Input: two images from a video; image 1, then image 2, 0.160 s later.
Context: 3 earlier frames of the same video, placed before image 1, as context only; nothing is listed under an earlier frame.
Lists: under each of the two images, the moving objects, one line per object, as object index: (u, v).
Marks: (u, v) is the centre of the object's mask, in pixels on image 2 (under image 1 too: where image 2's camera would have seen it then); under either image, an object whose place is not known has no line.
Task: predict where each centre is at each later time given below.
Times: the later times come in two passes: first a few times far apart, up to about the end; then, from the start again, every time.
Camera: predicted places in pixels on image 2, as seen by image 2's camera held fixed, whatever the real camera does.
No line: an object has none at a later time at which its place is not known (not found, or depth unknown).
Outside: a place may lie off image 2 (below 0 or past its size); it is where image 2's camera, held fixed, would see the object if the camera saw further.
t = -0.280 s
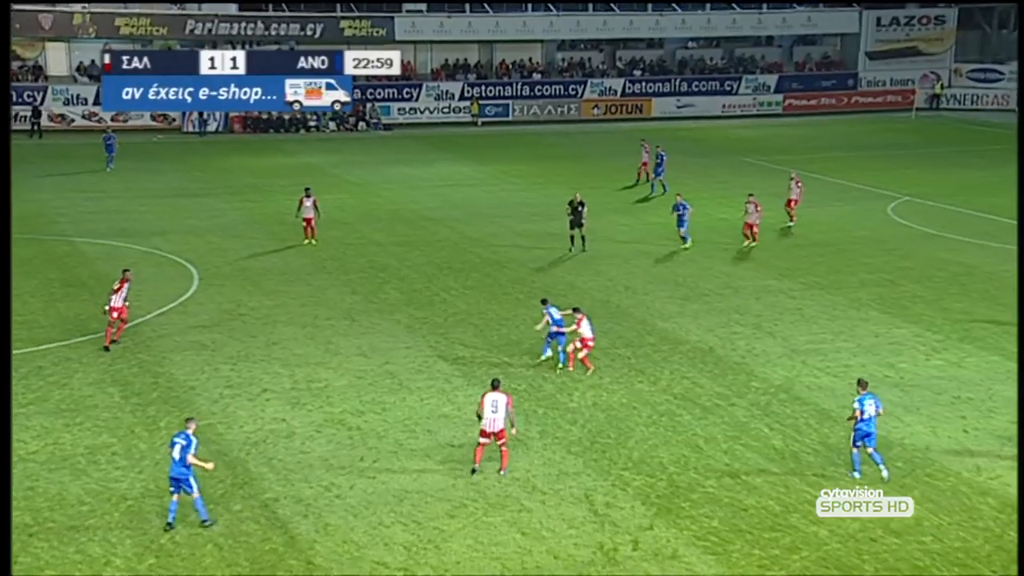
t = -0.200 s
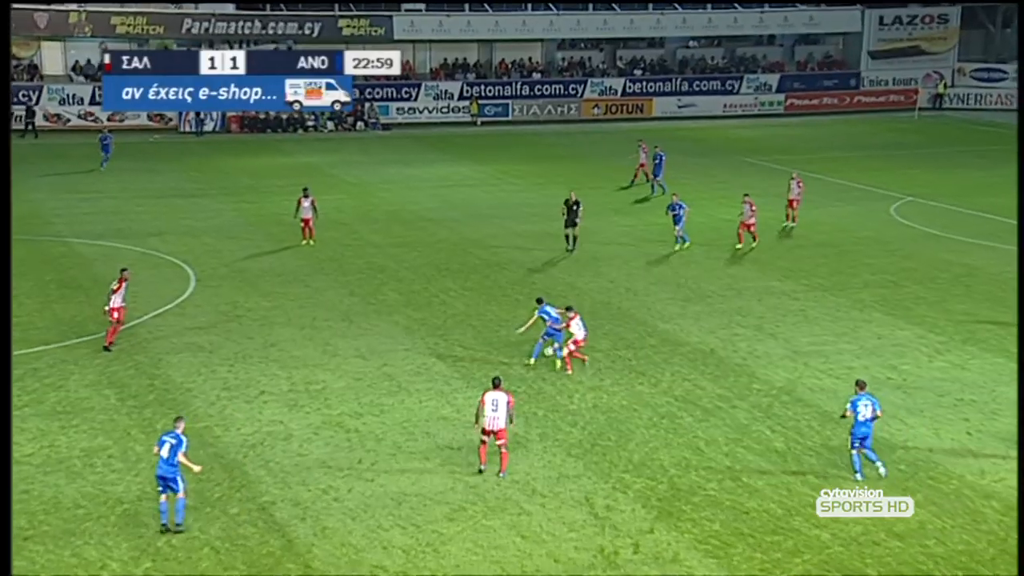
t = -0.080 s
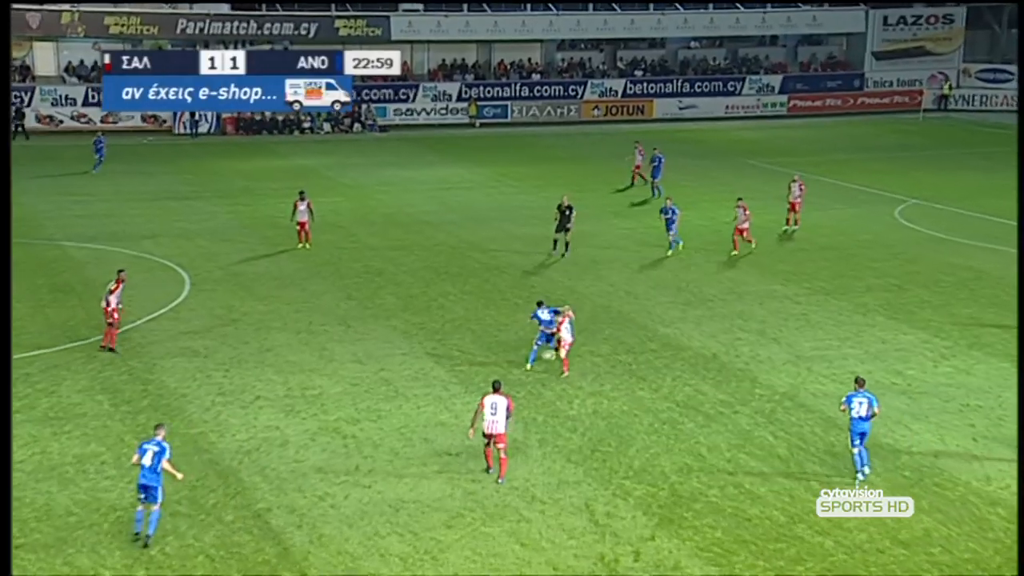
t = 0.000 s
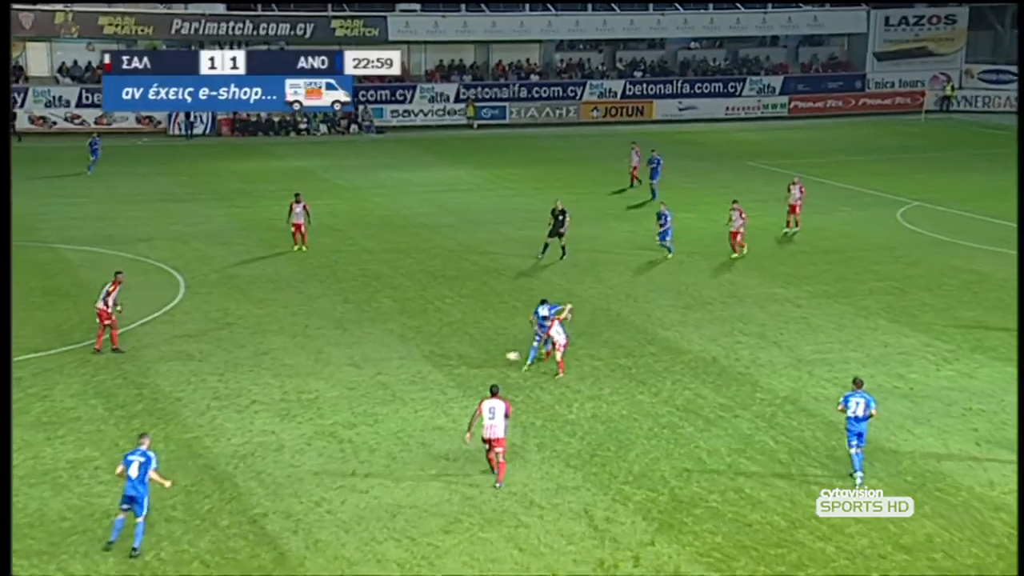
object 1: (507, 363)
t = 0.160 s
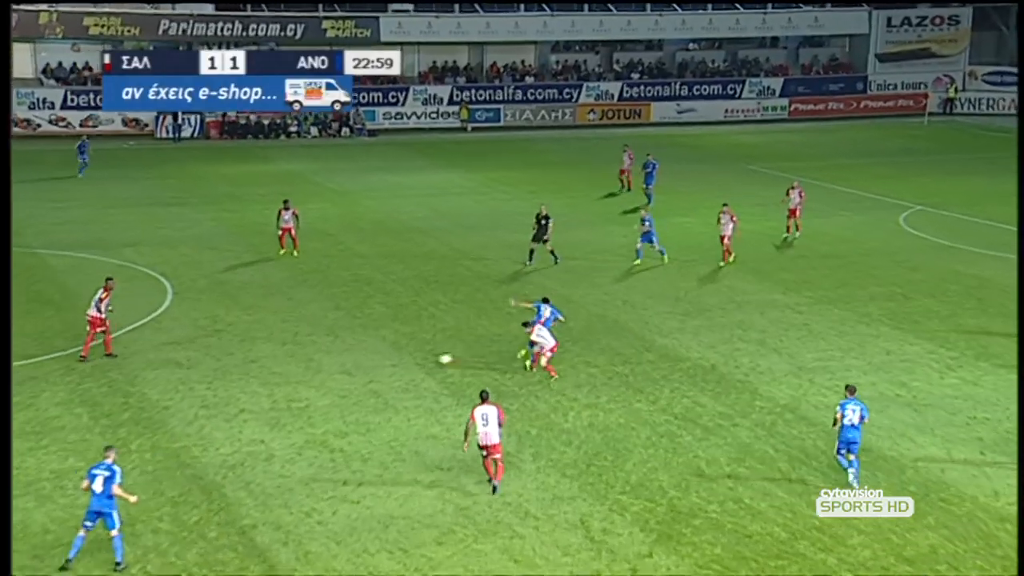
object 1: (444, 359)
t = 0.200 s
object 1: (431, 358)
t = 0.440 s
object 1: (360, 354)
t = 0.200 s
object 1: (431, 358)
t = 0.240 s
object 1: (419, 357)
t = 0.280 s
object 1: (406, 357)
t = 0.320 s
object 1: (393, 356)
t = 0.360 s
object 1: (383, 356)
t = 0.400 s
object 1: (372, 355)
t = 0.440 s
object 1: (360, 354)
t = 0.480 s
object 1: (352, 354)
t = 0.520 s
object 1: (342, 352)
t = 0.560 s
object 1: (333, 352)
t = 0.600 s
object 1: (325, 351)
